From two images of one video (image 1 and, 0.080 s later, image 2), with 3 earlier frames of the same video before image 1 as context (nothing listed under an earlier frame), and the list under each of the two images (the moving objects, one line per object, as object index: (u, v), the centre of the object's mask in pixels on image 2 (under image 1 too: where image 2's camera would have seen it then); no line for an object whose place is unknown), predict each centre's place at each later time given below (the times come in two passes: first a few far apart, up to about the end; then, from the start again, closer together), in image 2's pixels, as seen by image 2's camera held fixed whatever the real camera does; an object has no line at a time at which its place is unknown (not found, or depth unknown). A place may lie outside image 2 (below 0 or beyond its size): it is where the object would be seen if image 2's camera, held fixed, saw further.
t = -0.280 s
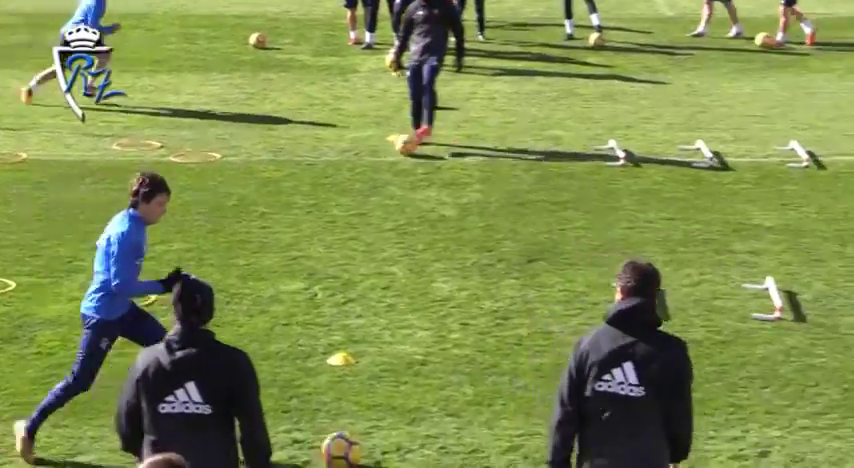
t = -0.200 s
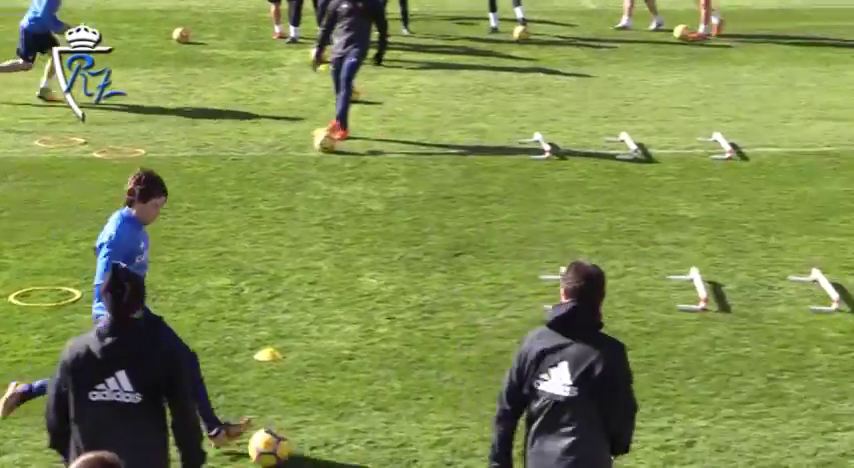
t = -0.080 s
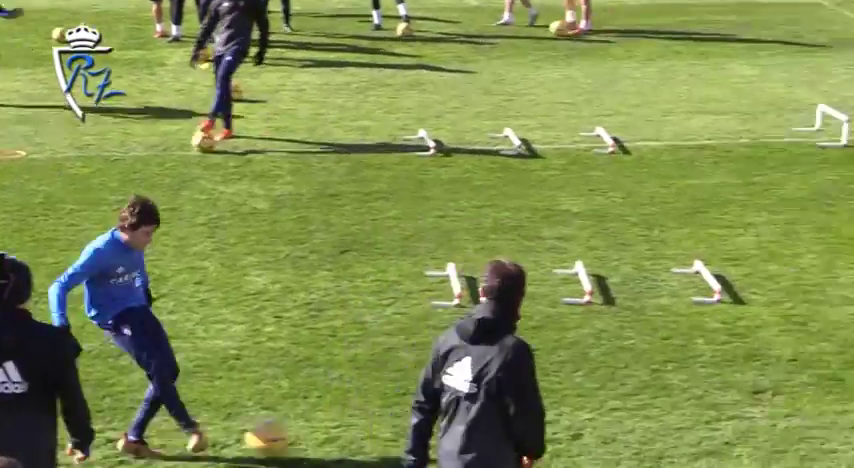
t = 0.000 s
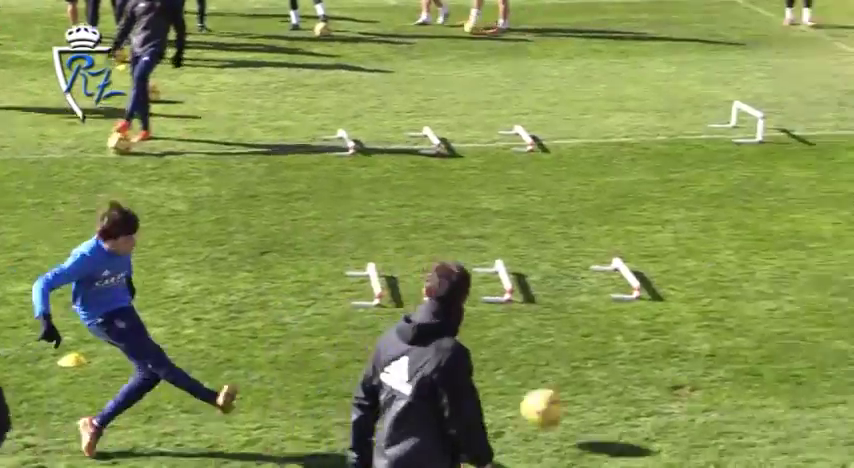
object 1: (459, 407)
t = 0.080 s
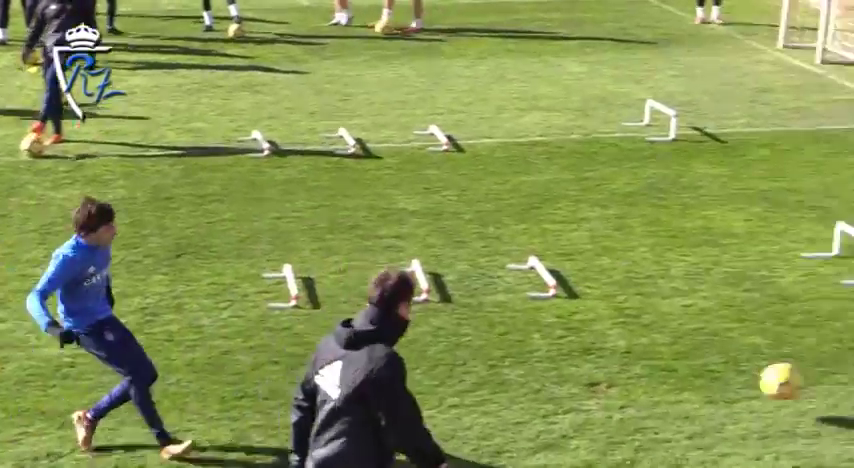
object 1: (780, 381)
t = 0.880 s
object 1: (1220, 277)
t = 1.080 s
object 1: (907, 313)
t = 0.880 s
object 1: (1220, 277)
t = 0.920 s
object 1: (1152, 280)
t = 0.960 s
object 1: (1088, 286)
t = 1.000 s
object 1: (1026, 294)
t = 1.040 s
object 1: (965, 305)
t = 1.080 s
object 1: (907, 313)
